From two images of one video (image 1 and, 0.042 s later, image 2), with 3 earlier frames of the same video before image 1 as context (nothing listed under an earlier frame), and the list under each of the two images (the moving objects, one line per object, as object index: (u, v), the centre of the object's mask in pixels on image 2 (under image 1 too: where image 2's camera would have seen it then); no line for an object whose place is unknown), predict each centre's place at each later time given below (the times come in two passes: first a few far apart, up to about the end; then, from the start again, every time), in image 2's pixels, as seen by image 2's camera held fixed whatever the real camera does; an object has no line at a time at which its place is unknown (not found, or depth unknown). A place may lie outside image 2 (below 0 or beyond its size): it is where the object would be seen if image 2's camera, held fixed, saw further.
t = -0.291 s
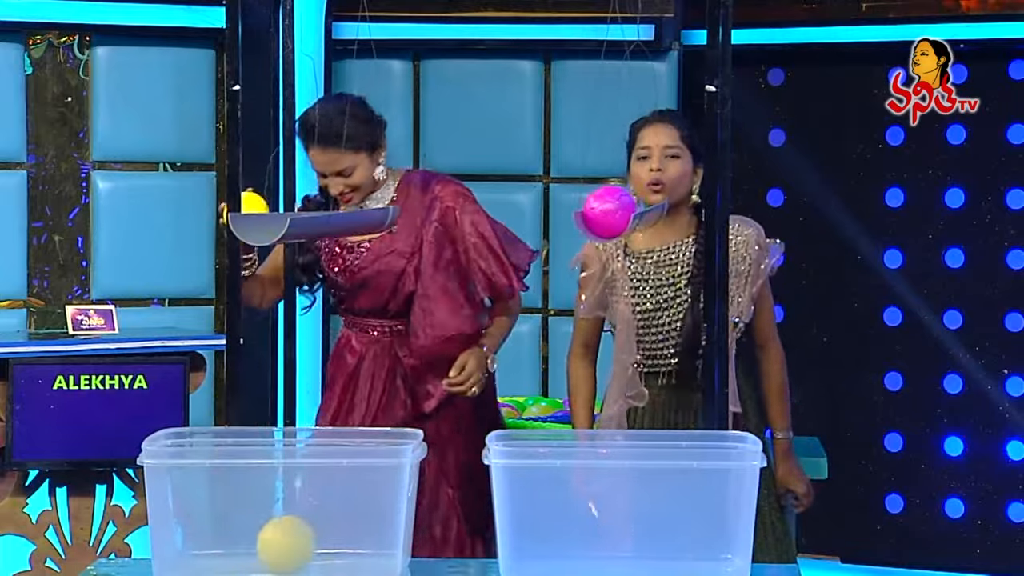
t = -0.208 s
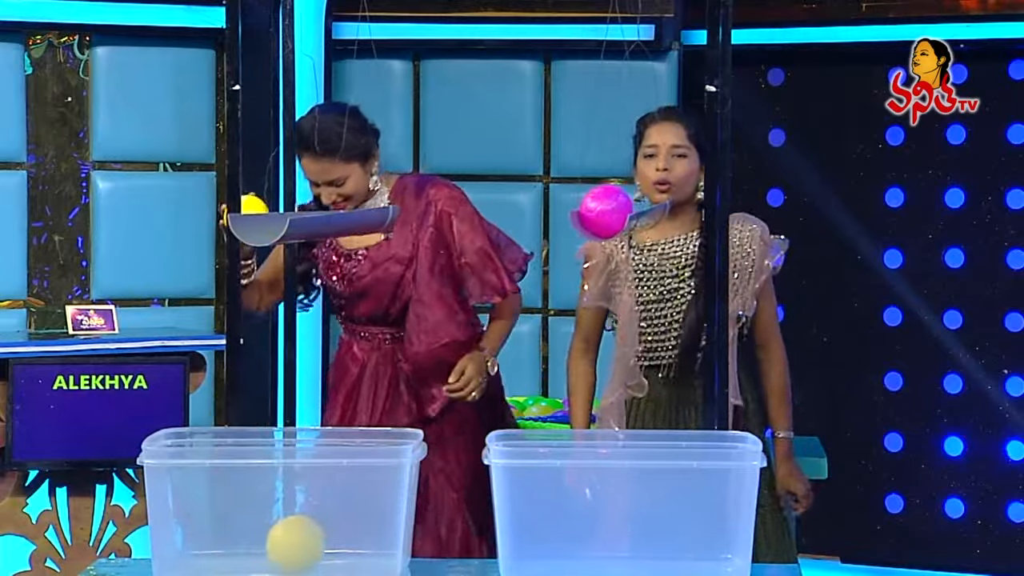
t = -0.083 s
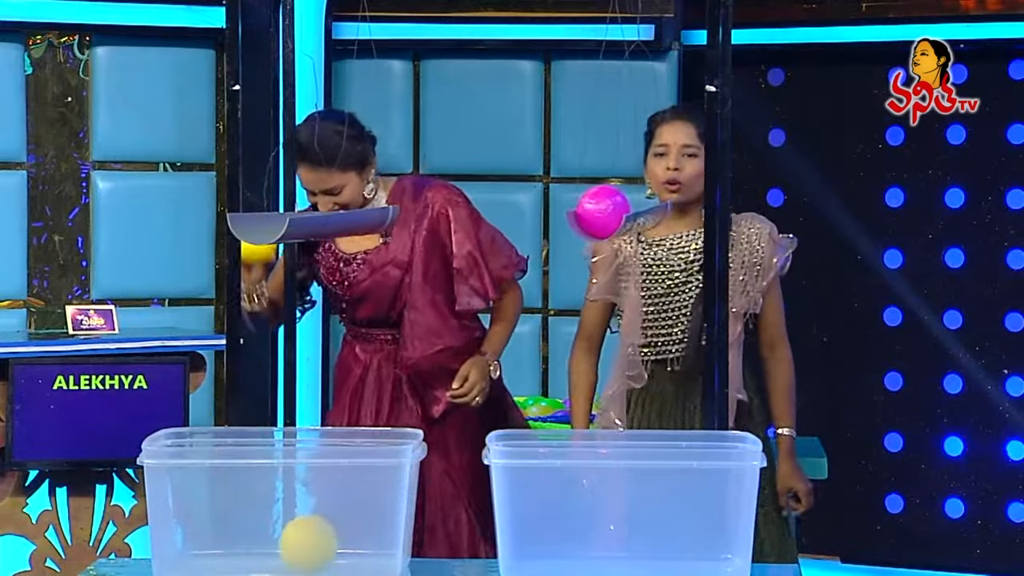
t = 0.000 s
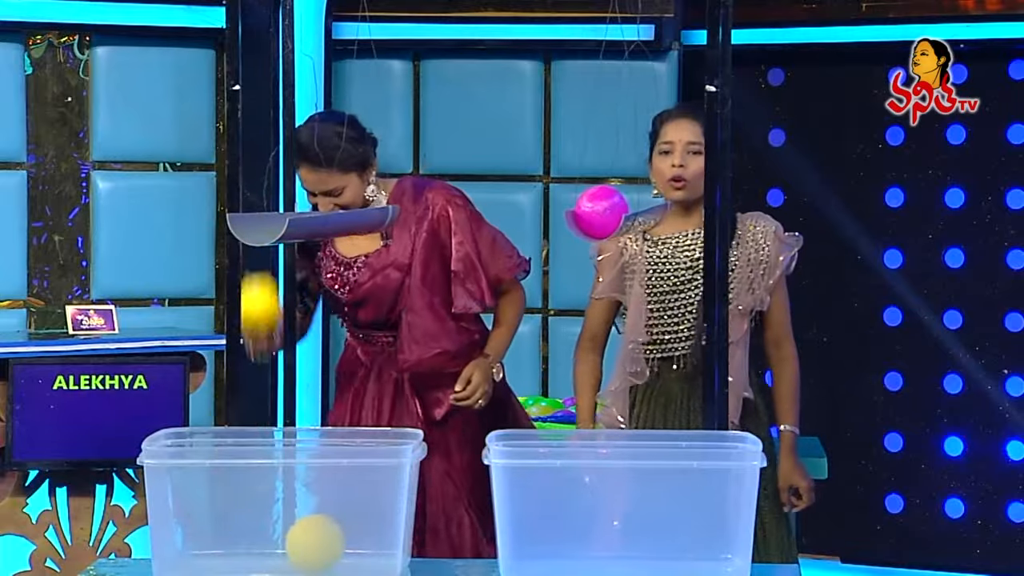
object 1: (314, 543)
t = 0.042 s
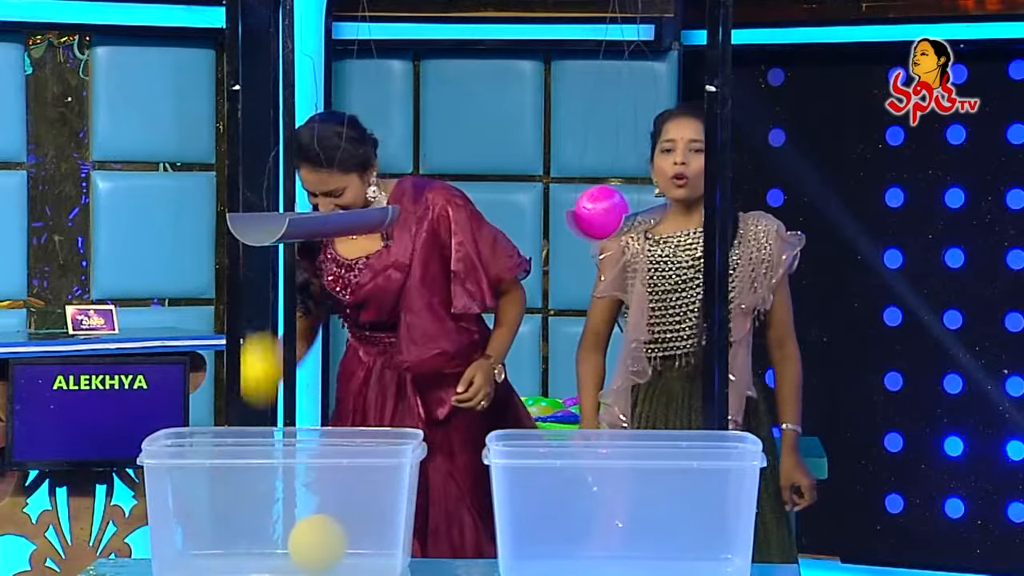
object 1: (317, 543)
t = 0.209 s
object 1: (325, 543)
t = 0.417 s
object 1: (328, 544)
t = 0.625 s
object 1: (321, 543)
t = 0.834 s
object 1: (309, 543)
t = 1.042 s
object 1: (296, 541)
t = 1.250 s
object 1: (284, 540)
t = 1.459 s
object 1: (267, 540)
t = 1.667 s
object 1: (258, 542)
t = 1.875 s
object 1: (257, 543)
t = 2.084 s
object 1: (262, 543)
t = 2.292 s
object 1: (276, 547)
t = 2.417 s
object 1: (286, 547)
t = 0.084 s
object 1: (319, 543)
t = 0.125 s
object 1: (321, 543)
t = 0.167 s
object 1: (323, 543)
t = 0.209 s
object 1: (325, 543)
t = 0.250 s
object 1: (326, 544)
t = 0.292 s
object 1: (327, 544)
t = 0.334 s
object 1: (328, 544)
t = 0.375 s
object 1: (328, 544)
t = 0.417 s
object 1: (328, 544)
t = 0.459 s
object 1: (328, 543)
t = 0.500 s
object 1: (327, 543)
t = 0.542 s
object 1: (325, 543)
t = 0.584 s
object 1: (324, 543)
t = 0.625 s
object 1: (321, 543)
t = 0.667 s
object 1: (320, 543)
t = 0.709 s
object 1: (317, 543)
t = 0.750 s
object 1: (315, 543)
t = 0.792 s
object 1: (312, 543)
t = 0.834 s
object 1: (309, 543)
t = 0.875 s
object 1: (306, 542)
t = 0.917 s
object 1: (304, 542)
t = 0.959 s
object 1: (301, 542)
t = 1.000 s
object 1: (298, 542)
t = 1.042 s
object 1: (296, 541)
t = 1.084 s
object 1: (293, 540)
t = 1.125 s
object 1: (291, 540)
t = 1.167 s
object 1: (289, 540)
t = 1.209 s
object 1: (286, 540)
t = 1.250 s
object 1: (284, 540)
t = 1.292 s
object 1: (280, 540)
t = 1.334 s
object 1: (277, 540)
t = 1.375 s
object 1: (274, 540)
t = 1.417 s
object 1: (269, 539)
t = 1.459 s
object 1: (267, 540)
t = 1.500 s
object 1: (265, 540)
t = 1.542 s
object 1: (263, 541)
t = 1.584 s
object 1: (262, 540)
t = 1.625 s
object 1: (260, 541)
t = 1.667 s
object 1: (258, 542)
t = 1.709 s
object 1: (257, 542)
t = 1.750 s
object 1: (257, 542)
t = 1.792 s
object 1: (257, 543)
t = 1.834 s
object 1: (256, 542)
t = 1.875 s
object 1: (257, 543)
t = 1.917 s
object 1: (257, 543)
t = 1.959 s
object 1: (257, 543)
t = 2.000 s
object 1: (258, 543)
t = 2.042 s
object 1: (260, 543)
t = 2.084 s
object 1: (262, 543)
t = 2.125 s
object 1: (264, 543)
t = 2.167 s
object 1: (267, 545)
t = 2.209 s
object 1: (269, 546)
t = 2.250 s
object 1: (272, 546)
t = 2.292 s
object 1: (276, 547)
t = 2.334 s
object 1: (279, 547)
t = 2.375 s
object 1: (282, 547)
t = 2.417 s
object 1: (286, 547)
